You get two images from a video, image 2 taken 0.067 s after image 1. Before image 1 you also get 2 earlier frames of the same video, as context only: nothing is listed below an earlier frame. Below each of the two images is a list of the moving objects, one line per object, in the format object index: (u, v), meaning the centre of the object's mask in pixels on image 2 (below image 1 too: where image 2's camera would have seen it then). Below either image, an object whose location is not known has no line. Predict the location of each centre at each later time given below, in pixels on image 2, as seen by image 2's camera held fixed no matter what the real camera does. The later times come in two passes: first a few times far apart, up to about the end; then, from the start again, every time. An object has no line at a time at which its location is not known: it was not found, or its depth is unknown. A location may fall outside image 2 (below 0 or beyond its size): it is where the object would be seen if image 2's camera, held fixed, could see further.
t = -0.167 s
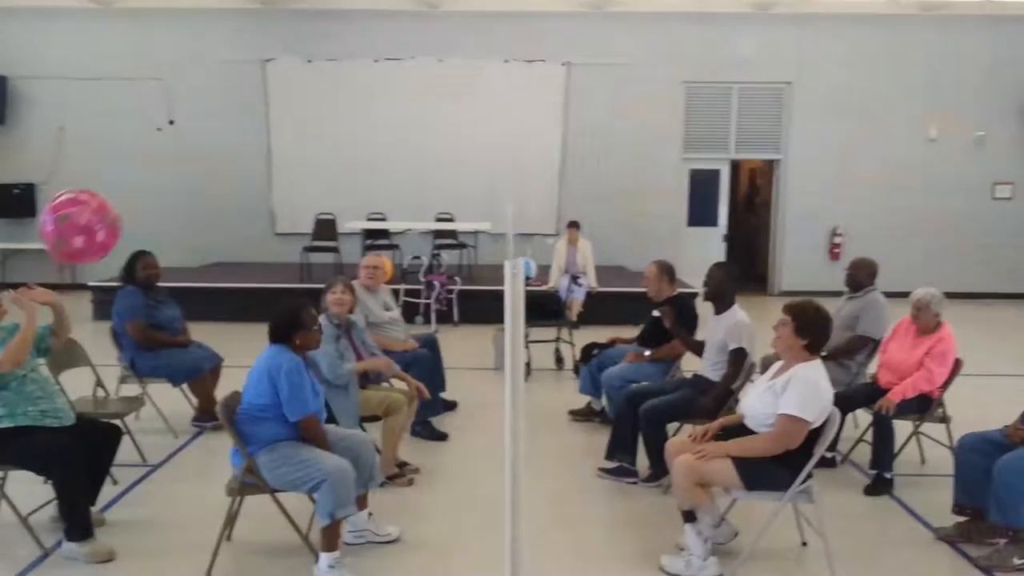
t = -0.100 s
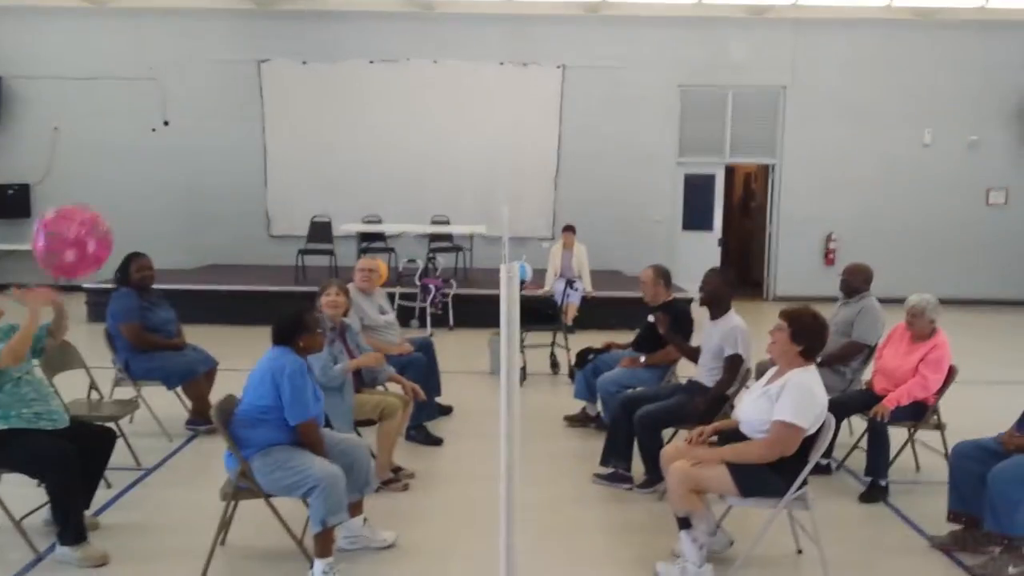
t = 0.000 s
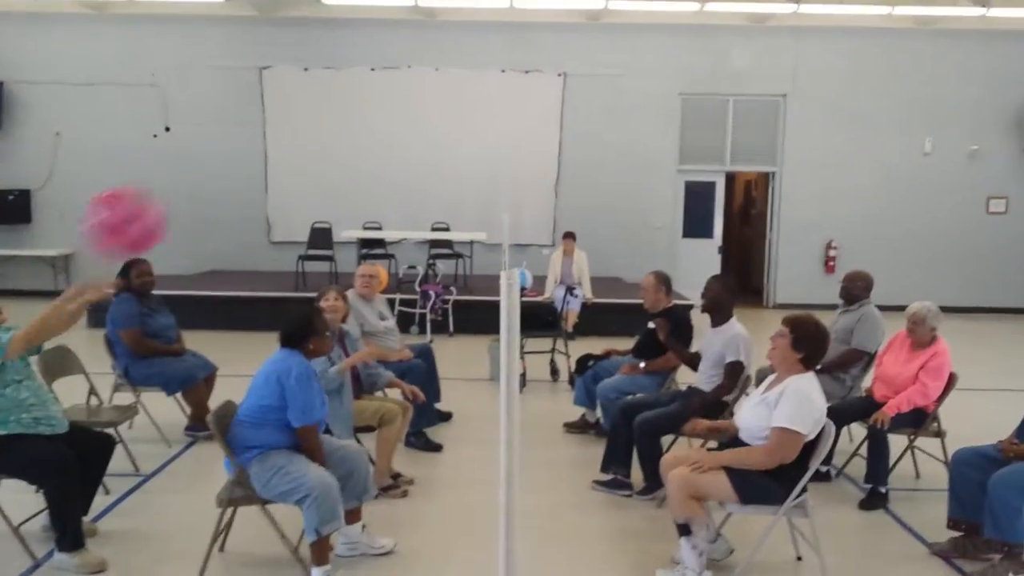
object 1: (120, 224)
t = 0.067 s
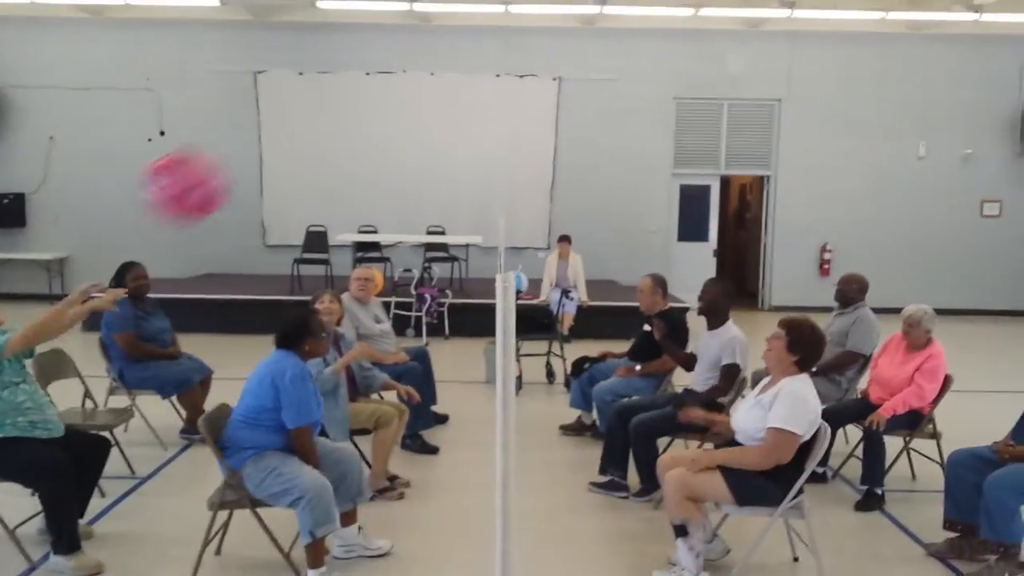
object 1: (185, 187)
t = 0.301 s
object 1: (396, 87)
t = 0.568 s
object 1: (584, 57)
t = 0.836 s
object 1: (729, 132)
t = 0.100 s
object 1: (218, 169)
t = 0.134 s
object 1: (249, 153)
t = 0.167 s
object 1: (280, 138)
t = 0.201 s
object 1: (312, 123)
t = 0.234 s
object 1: (341, 110)
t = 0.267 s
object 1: (369, 97)
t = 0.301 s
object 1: (396, 87)
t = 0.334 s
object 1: (422, 77)
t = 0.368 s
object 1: (445, 71)
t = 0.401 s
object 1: (471, 63)
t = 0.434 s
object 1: (495, 59)
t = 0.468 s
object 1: (519, 57)
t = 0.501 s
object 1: (540, 55)
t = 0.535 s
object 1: (563, 55)
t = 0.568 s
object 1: (584, 57)
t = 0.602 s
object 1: (604, 59)
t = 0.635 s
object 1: (625, 65)
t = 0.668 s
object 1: (644, 72)
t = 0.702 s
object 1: (664, 83)
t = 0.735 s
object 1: (683, 95)
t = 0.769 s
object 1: (699, 107)
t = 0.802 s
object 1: (712, 118)
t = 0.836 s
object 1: (729, 132)
